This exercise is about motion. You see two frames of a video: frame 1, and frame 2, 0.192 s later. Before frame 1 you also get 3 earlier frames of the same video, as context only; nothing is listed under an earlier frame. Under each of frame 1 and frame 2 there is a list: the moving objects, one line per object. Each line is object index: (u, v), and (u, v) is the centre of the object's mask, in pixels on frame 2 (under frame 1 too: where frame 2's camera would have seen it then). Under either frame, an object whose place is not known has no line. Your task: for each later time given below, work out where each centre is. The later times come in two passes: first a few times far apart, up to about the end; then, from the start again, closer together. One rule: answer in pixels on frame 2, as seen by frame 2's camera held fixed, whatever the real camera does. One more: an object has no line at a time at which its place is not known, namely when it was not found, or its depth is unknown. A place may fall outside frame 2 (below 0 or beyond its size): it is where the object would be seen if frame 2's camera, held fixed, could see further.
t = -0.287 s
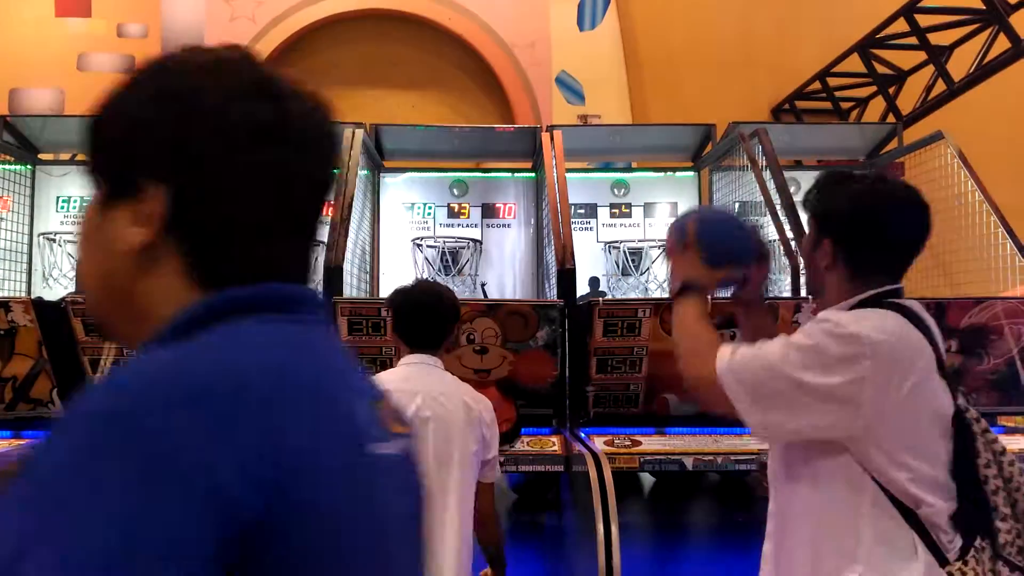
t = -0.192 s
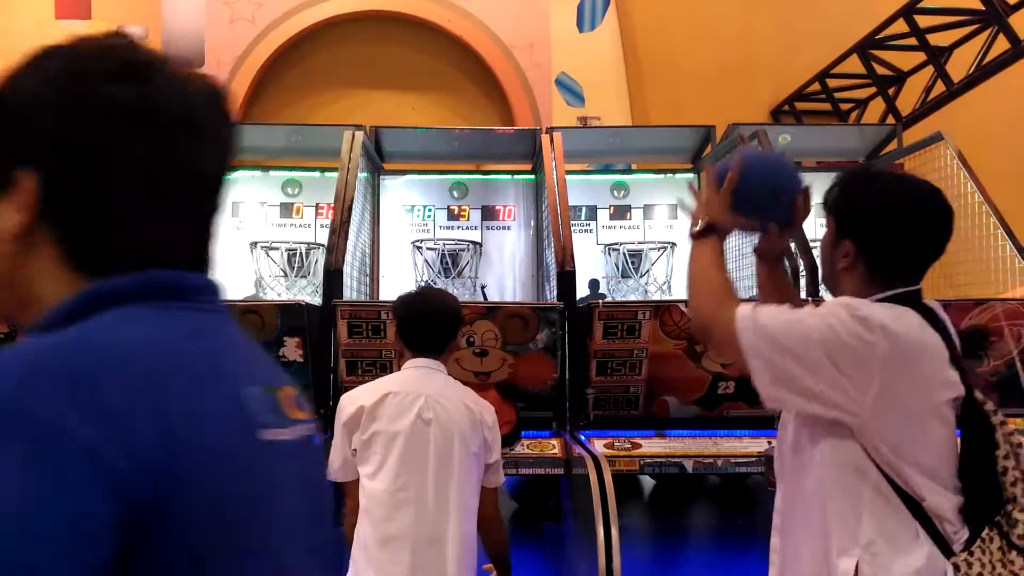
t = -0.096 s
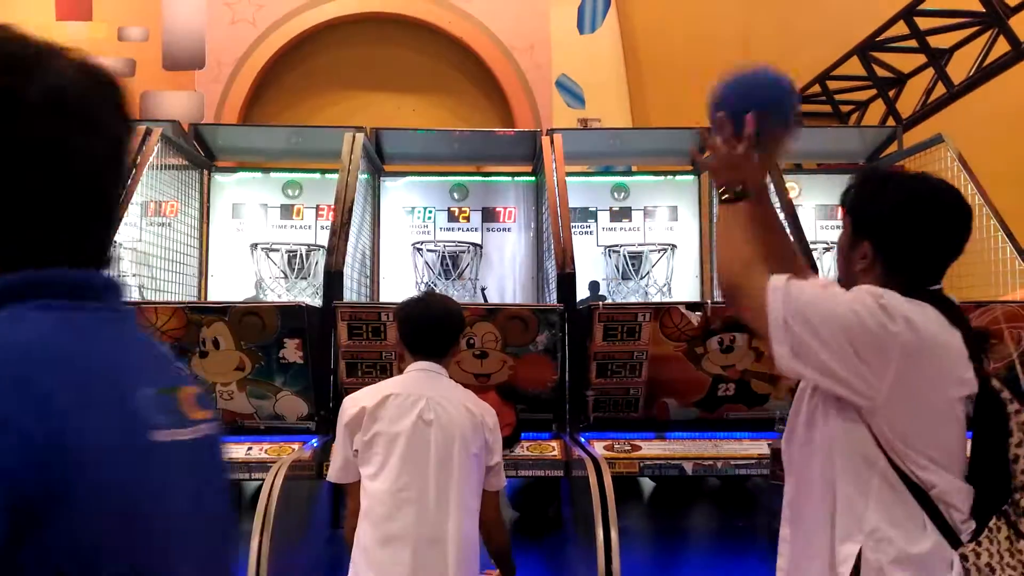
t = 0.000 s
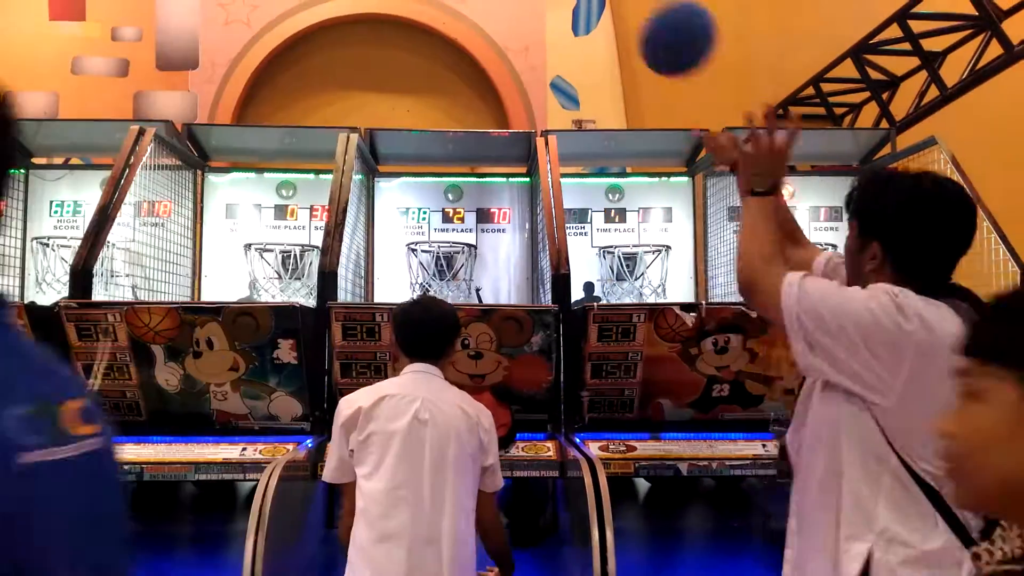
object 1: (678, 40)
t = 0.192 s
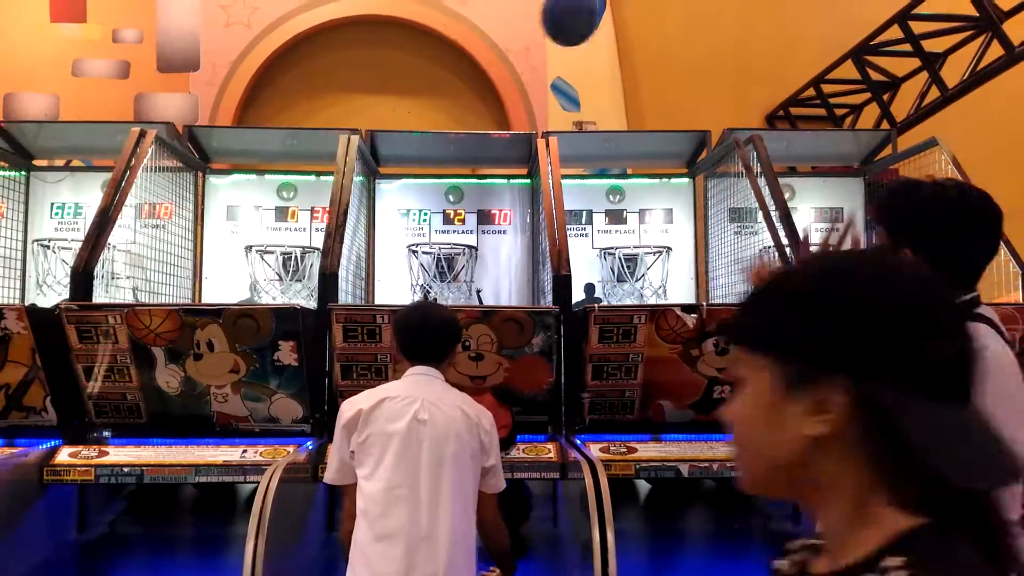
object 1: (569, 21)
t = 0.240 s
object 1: (550, 25)
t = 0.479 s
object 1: (473, 127)
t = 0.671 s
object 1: (438, 227)
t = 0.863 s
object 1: (455, 162)
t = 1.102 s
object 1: (472, 261)
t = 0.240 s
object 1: (550, 25)
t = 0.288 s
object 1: (532, 37)
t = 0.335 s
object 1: (515, 54)
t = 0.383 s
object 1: (500, 76)
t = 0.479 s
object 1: (473, 127)
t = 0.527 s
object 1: (461, 156)
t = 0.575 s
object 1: (449, 189)
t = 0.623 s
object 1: (439, 223)
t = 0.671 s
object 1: (438, 227)
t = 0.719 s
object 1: (443, 202)
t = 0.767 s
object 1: (448, 177)
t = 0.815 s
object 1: (453, 159)
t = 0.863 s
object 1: (455, 162)
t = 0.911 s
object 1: (459, 171)
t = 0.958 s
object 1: (462, 186)
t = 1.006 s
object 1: (464, 206)
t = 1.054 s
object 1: (469, 231)
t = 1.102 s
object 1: (472, 261)
